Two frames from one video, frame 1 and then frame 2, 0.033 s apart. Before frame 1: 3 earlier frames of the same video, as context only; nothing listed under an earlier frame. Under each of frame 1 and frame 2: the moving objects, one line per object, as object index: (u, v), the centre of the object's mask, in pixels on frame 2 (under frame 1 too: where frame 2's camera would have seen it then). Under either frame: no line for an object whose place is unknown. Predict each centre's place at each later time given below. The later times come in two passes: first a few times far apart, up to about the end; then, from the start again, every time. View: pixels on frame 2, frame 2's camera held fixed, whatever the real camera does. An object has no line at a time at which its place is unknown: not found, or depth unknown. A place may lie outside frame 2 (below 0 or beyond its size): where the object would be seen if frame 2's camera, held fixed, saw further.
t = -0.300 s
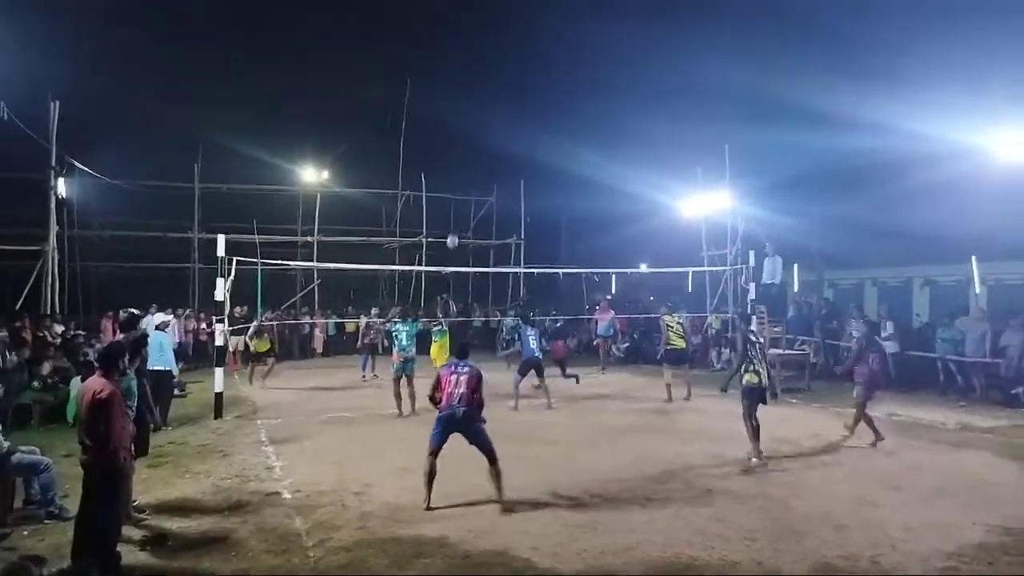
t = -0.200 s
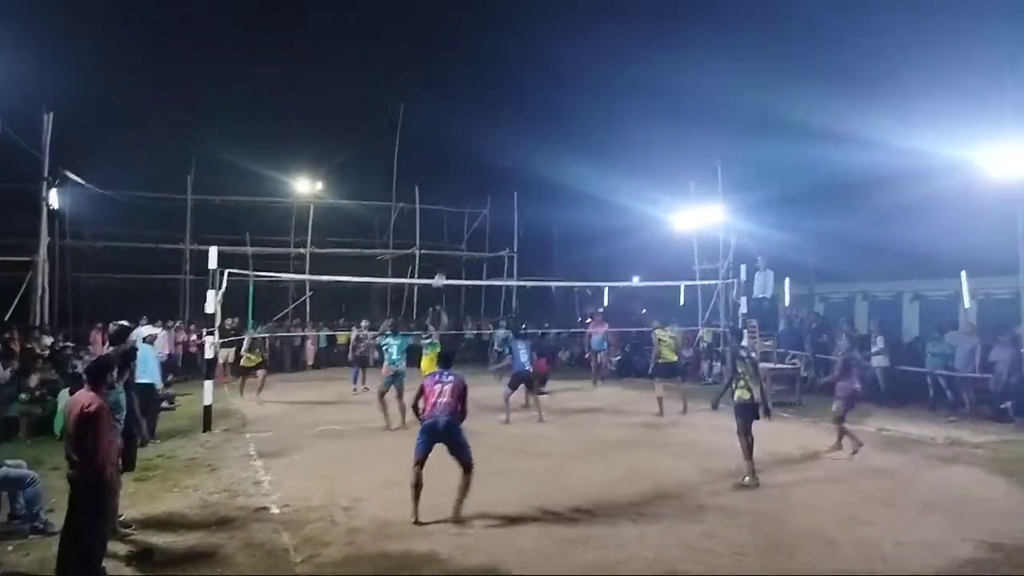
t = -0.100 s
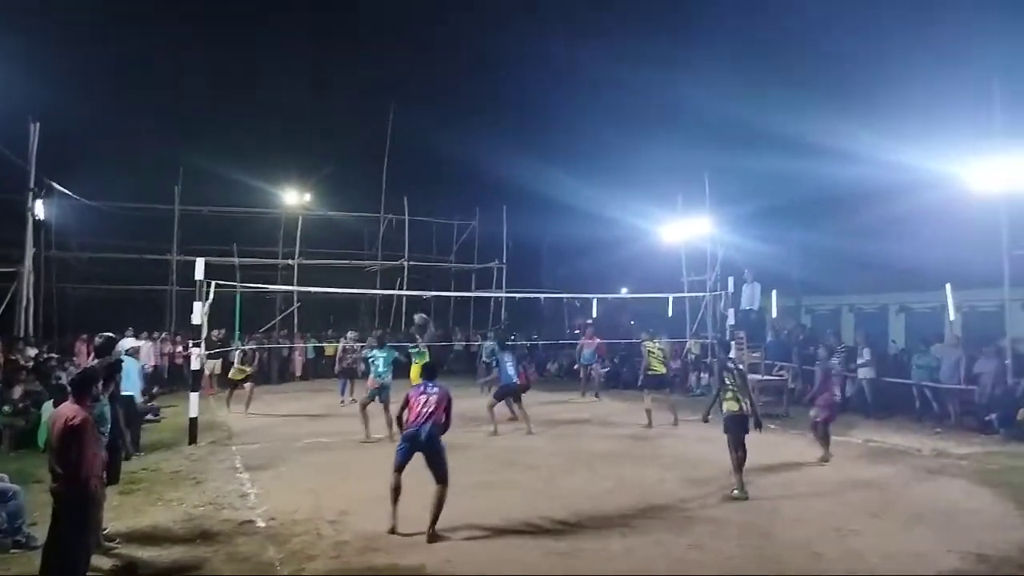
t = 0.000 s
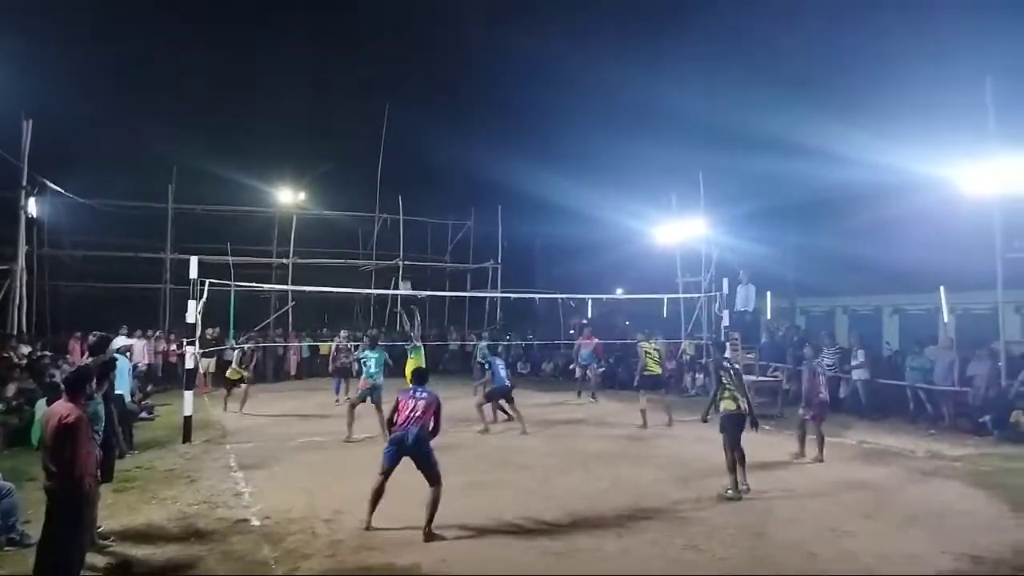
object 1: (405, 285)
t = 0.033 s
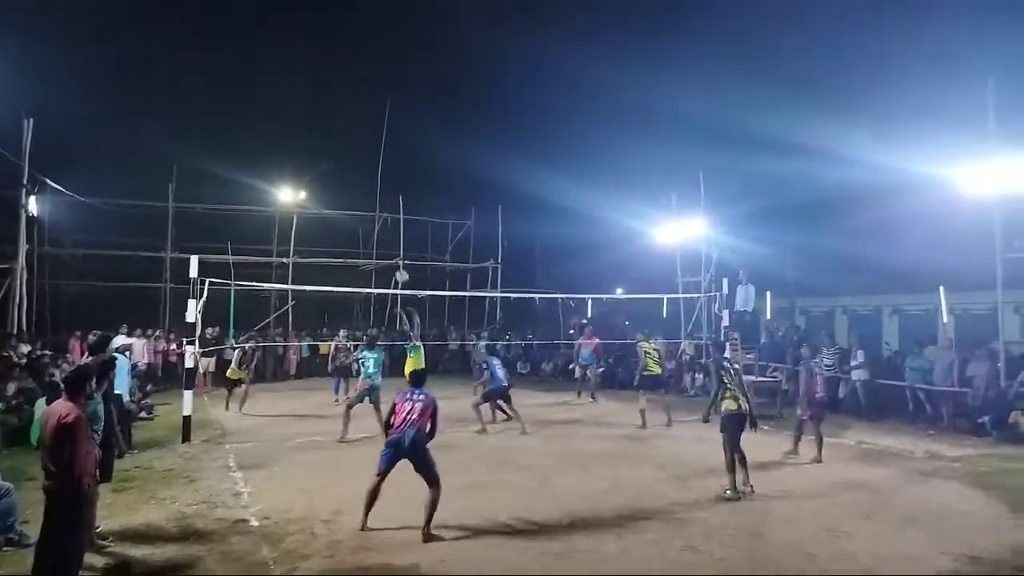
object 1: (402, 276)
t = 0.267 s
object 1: (377, 221)
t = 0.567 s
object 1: (344, 189)
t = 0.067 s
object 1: (398, 266)
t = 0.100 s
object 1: (395, 257)
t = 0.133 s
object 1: (391, 248)
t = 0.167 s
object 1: (388, 240)
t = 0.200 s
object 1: (384, 233)
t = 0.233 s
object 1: (381, 226)
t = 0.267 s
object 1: (377, 221)
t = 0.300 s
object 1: (373, 215)
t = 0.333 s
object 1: (370, 209)
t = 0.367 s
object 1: (366, 204)
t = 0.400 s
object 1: (363, 201)
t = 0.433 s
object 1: (359, 197)
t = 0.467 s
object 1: (355, 194)
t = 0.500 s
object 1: (351, 192)
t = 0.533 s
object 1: (348, 190)
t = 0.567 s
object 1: (344, 189)
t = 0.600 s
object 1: (340, 189)
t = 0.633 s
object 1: (336, 189)
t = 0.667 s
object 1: (333, 190)
